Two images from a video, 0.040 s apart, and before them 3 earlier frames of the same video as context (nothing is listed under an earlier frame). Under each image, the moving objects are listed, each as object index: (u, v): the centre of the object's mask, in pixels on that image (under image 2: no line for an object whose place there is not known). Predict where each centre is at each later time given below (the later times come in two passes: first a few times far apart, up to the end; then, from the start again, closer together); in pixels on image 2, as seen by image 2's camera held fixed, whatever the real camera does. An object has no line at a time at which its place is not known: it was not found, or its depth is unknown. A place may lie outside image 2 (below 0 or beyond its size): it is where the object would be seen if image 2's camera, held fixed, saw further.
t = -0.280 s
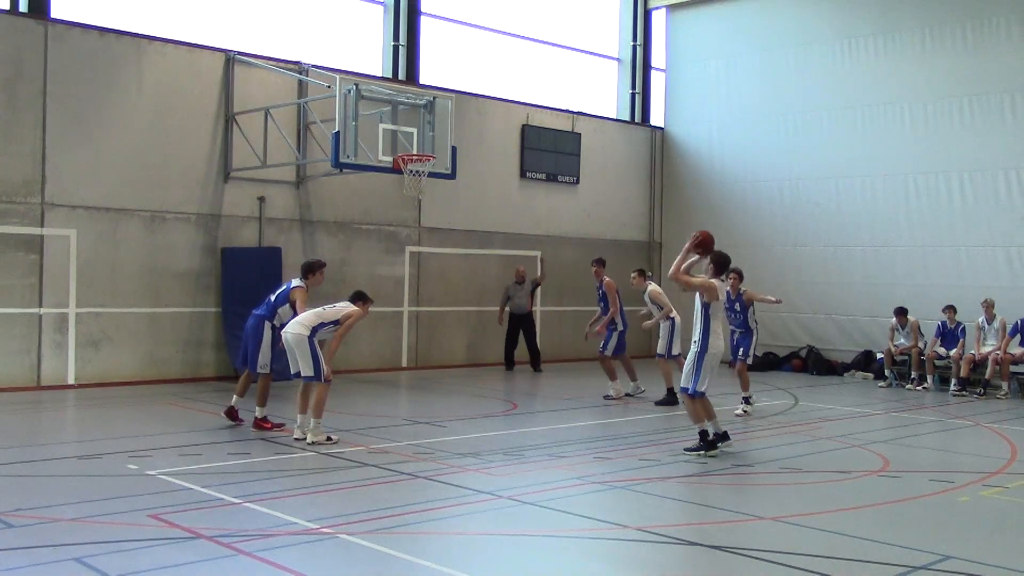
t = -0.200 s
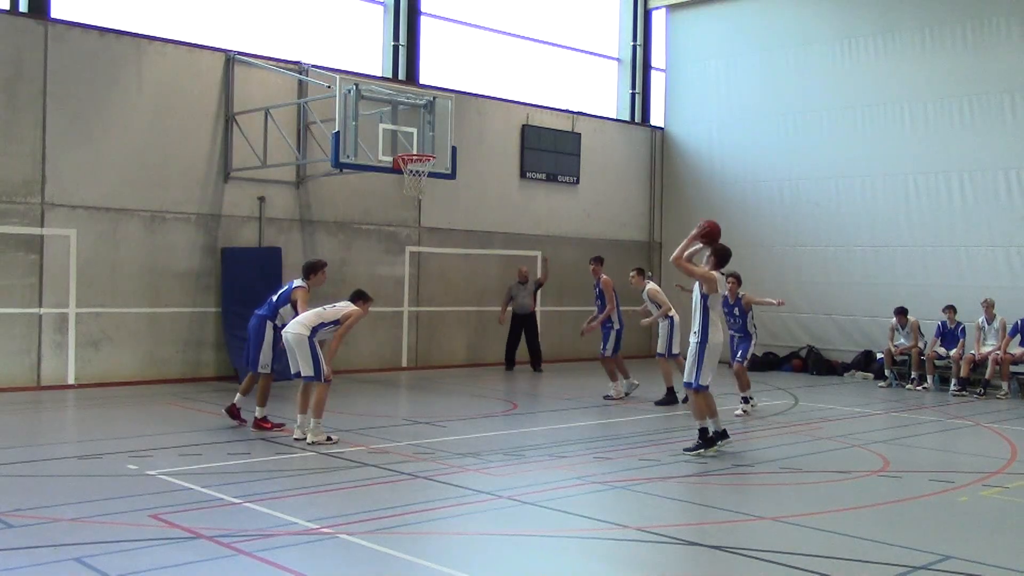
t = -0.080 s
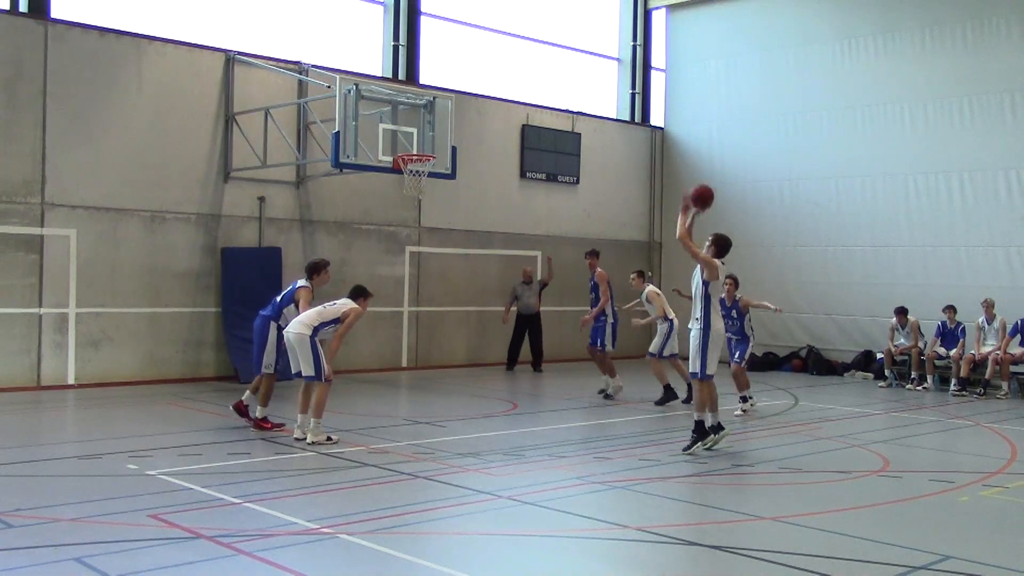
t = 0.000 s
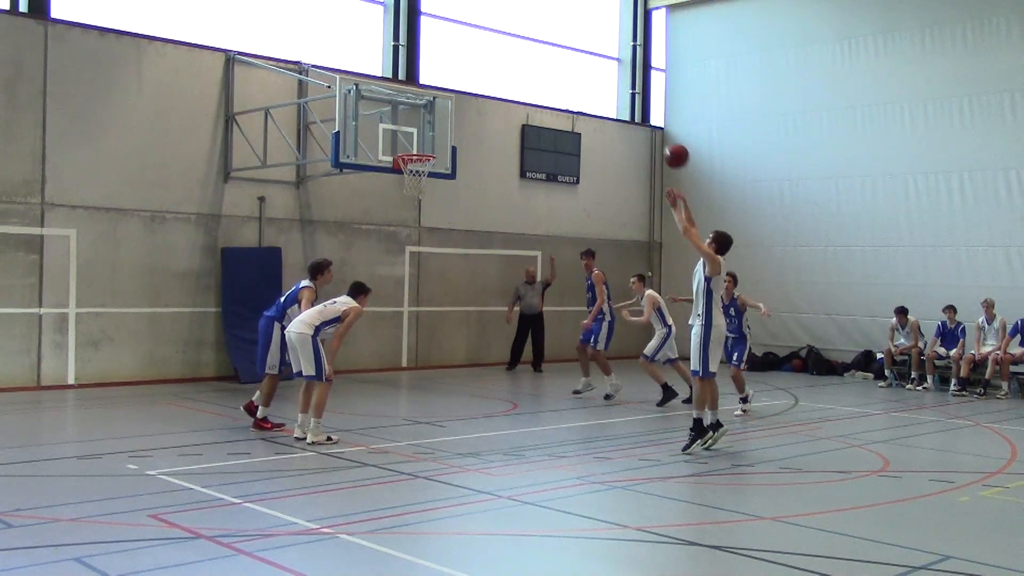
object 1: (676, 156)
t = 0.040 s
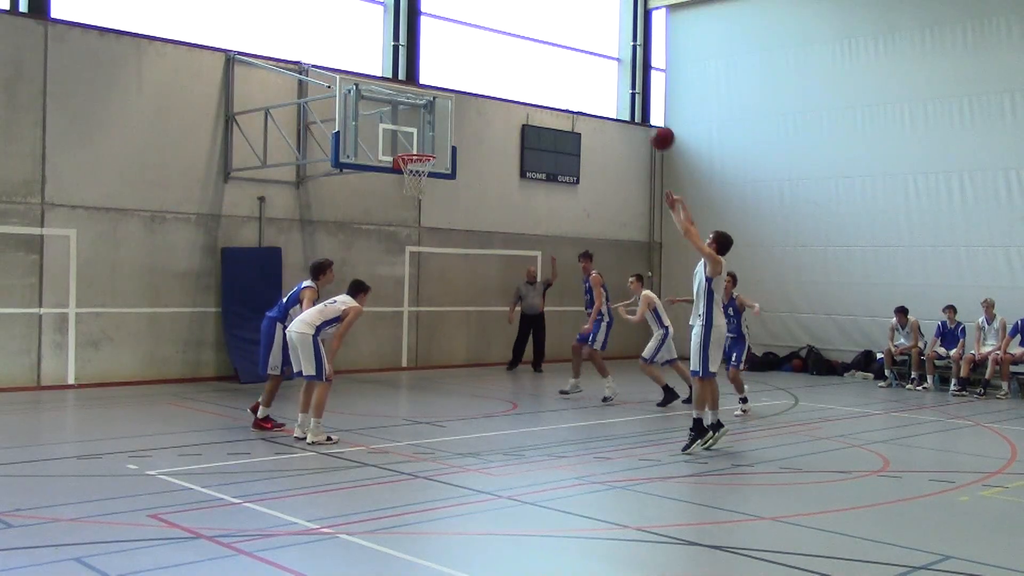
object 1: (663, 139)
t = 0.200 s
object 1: (609, 85)
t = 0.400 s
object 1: (548, 57)
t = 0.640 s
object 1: (483, 71)
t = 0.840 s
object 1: (435, 117)
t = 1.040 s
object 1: (428, 165)
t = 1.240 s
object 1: (427, 186)
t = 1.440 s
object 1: (420, 227)
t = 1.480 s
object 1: (419, 239)
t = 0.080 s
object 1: (649, 122)
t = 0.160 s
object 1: (622, 96)
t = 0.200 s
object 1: (609, 85)
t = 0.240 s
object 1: (596, 76)
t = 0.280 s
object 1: (584, 69)
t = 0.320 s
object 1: (571, 64)
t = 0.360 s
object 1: (560, 58)
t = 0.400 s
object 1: (548, 57)
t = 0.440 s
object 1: (537, 56)
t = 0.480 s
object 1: (526, 56)
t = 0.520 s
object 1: (515, 58)
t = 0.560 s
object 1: (504, 61)
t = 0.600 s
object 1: (494, 65)
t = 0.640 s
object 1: (483, 71)
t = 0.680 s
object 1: (473, 78)
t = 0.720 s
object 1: (463, 86)
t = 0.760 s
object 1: (453, 96)
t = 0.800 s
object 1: (444, 106)
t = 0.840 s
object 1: (435, 117)
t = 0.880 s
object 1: (426, 129)
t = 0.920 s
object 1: (417, 143)
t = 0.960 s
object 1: (409, 153)
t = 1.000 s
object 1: (417, 163)
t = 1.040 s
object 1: (428, 165)
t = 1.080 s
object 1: (429, 169)
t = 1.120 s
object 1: (429, 173)
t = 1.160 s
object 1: (428, 177)
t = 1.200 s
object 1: (428, 184)
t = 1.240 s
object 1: (427, 186)
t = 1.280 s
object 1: (425, 191)
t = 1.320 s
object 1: (424, 197)
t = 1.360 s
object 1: (422, 206)
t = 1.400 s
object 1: (421, 216)
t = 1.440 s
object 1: (420, 227)
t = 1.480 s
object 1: (419, 239)
